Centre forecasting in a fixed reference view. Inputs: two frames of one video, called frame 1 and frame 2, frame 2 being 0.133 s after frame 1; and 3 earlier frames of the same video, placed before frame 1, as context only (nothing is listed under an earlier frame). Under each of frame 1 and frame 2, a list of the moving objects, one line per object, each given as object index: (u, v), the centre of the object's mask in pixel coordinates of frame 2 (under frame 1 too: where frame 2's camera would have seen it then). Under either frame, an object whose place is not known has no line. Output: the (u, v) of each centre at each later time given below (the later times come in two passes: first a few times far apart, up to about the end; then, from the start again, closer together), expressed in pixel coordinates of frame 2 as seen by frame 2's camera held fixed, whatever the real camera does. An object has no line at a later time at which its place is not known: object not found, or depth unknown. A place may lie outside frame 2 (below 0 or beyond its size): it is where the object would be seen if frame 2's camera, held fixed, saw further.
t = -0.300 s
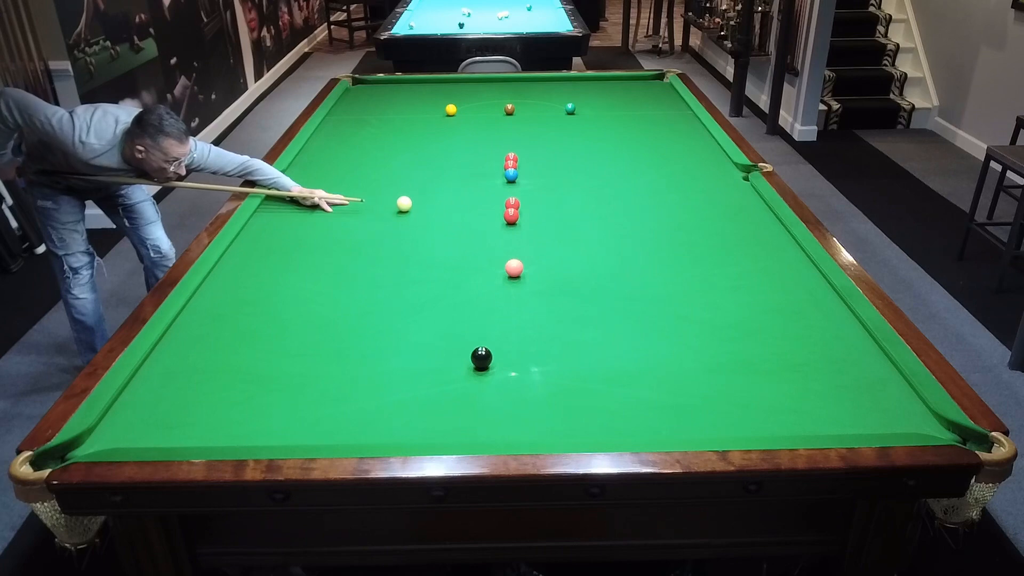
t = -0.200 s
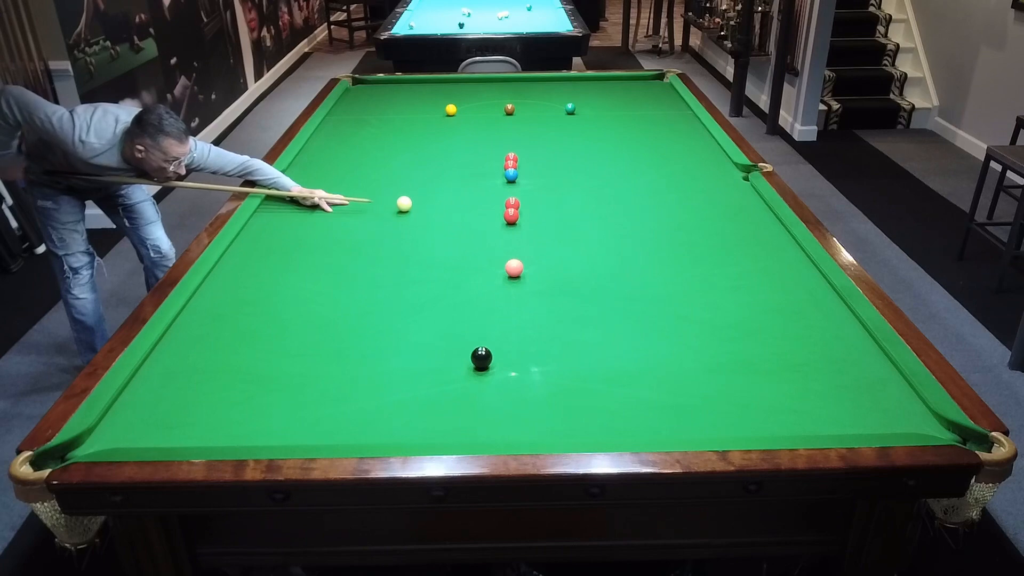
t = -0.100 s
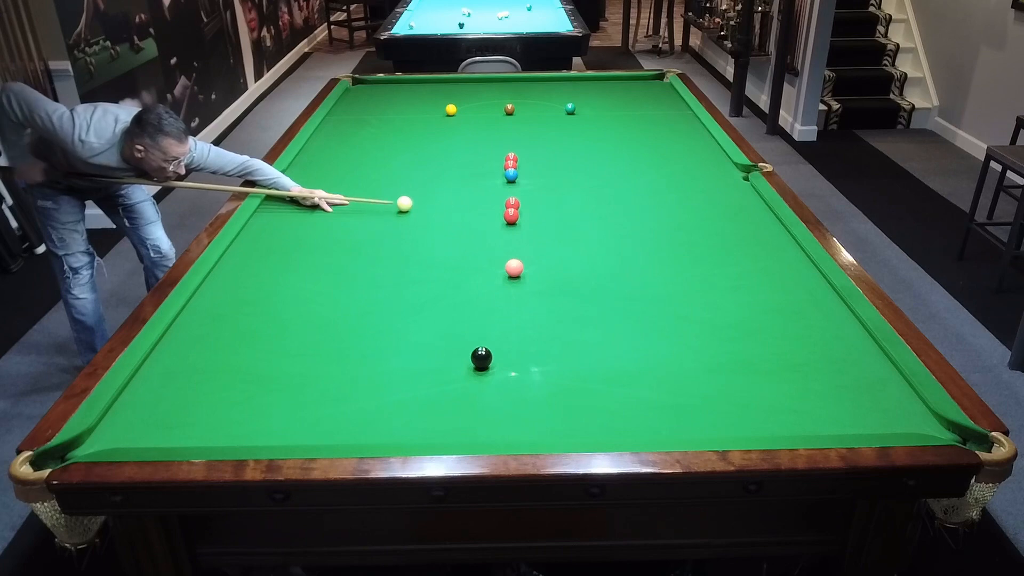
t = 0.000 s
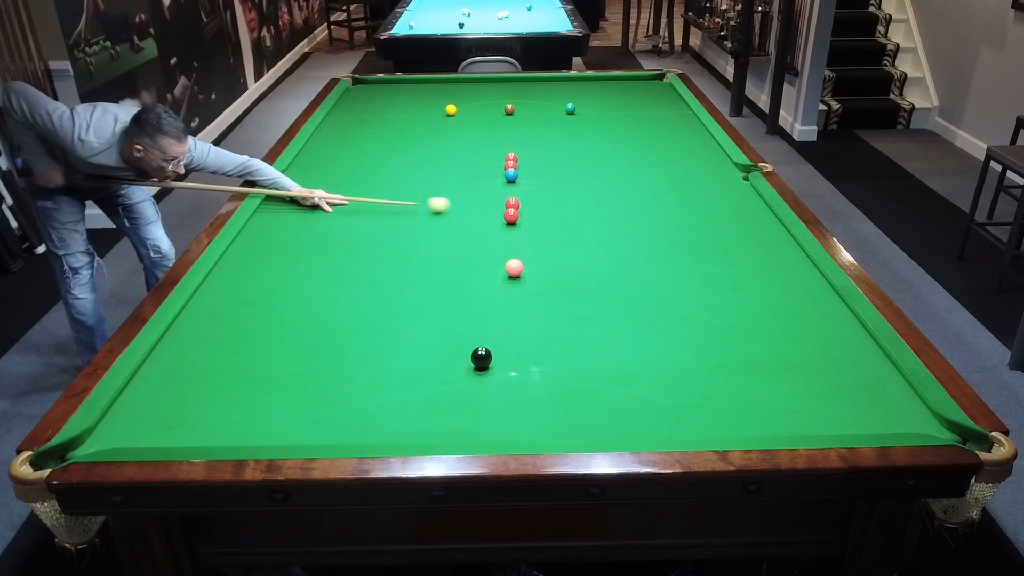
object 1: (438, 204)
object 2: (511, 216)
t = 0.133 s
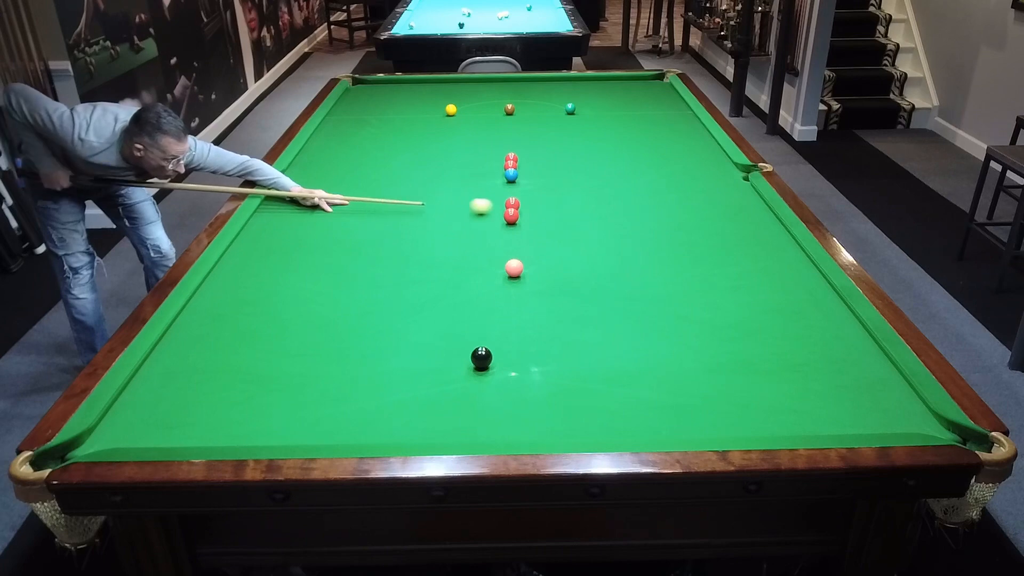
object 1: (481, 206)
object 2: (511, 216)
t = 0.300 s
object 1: (507, 208)
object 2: (512, 217)
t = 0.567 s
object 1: (529, 211)
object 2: (522, 225)
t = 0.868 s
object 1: (551, 212)
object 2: (531, 234)
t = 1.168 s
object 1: (569, 213)
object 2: (541, 242)
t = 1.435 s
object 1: (584, 214)
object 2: (549, 249)
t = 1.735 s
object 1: (597, 214)
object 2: (557, 255)
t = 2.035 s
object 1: (608, 215)
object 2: (564, 261)
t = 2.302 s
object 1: (616, 215)
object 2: (569, 266)
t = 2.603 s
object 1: (622, 216)
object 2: (573, 270)
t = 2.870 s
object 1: (624, 216)
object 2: (576, 272)
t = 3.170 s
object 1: (625, 216)
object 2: (578, 273)
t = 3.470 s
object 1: (624, 216)
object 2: (578, 274)
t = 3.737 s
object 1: (624, 216)
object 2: (578, 274)
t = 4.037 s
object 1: (624, 216)
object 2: (578, 274)
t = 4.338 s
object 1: (624, 216)
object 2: (578, 274)
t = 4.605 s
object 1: (624, 216)
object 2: (578, 274)
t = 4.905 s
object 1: (624, 216)
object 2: (578, 274)
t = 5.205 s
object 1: (624, 216)
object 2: (578, 274)
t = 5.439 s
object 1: (624, 216)
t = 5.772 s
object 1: (624, 216)
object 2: (578, 274)
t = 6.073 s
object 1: (624, 216)
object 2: (578, 274)
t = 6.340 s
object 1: (624, 216)
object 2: (578, 274)
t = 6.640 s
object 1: (624, 216)
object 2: (578, 274)
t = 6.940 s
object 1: (624, 216)
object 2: (578, 274)
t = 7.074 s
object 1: (624, 216)
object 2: (578, 274)
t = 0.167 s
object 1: (491, 206)
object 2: (511, 216)
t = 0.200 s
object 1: (499, 207)
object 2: (511, 216)
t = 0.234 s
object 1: (501, 208)
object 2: (511, 216)
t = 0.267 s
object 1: (503, 208)
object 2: (511, 216)
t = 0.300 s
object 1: (507, 208)
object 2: (512, 217)
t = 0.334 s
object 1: (510, 208)
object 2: (513, 218)
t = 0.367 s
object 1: (513, 208)
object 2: (514, 219)
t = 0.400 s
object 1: (516, 209)
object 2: (516, 220)
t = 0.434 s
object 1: (519, 209)
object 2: (517, 221)
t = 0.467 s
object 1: (522, 210)
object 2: (518, 222)
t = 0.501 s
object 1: (524, 210)
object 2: (519, 223)
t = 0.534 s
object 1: (527, 211)
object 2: (520, 224)
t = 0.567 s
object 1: (529, 211)
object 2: (522, 225)
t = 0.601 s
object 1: (532, 211)
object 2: (523, 226)
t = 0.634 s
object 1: (534, 211)
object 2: (524, 227)
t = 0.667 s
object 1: (537, 212)
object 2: (525, 228)
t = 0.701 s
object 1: (539, 212)
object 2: (526, 229)
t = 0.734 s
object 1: (541, 212)
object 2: (527, 230)
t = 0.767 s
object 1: (544, 212)
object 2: (528, 231)
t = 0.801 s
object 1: (546, 212)
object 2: (529, 232)
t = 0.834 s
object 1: (548, 212)
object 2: (530, 233)
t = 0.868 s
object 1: (551, 212)
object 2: (531, 234)
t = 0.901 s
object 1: (553, 212)
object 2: (532, 235)
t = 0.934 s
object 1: (555, 212)
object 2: (533, 236)
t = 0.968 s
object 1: (557, 212)
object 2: (535, 237)
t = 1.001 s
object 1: (559, 213)
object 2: (536, 238)
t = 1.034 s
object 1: (561, 213)
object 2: (537, 238)
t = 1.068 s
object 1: (563, 213)
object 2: (538, 239)
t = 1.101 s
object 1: (565, 213)
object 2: (539, 240)
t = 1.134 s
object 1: (567, 213)
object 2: (540, 241)
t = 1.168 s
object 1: (569, 213)
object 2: (541, 242)
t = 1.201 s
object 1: (571, 213)
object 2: (542, 243)
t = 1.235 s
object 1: (573, 213)
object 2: (543, 244)
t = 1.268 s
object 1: (575, 213)
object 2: (544, 245)
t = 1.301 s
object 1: (577, 213)
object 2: (545, 245)
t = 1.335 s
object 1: (578, 214)
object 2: (546, 246)
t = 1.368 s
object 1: (580, 214)
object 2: (547, 247)
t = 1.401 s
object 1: (582, 214)
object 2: (548, 248)
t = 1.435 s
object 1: (584, 214)
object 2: (549, 249)
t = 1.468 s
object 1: (585, 214)
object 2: (550, 250)
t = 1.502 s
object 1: (587, 214)
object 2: (550, 250)
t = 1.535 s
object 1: (589, 214)
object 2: (551, 251)
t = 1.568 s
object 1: (590, 214)
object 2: (552, 252)
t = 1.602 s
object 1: (592, 214)
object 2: (553, 252)
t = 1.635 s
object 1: (593, 214)
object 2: (554, 253)
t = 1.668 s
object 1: (595, 214)
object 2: (555, 254)
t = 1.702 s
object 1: (596, 214)
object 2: (556, 255)
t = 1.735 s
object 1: (597, 214)
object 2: (557, 255)
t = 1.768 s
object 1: (599, 215)
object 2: (557, 256)
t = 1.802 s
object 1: (600, 215)
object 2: (558, 257)
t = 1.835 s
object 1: (601, 215)
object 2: (559, 258)
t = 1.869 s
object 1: (603, 215)
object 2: (560, 258)
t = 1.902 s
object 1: (604, 215)
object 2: (561, 259)
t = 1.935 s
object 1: (605, 215)
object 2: (561, 260)
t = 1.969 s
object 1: (606, 215)
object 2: (562, 260)
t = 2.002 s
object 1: (607, 215)
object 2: (563, 261)
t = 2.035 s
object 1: (608, 215)
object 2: (564, 261)
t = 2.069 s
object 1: (609, 215)
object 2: (564, 262)
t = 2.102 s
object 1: (610, 215)
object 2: (565, 263)
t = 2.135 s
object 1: (611, 215)
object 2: (566, 263)
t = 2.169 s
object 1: (612, 215)
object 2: (566, 264)
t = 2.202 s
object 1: (613, 215)
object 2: (567, 264)
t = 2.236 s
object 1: (614, 215)
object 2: (568, 265)
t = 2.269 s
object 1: (615, 215)
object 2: (568, 265)
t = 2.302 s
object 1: (616, 215)
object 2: (569, 266)
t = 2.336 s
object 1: (617, 215)
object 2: (569, 266)
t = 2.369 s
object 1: (617, 215)
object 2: (570, 267)
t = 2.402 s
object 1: (618, 215)
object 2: (571, 267)
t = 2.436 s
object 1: (619, 215)
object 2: (571, 267)
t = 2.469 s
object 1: (619, 216)
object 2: (571, 268)
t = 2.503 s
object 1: (620, 216)
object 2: (572, 268)
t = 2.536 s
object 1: (620, 216)
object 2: (572, 269)
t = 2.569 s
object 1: (621, 216)
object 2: (573, 269)
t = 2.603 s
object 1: (622, 216)
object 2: (573, 270)
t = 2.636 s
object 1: (622, 216)
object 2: (574, 270)
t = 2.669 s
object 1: (622, 216)
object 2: (574, 270)
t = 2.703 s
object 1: (623, 216)
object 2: (575, 271)
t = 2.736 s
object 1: (623, 216)
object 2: (575, 271)
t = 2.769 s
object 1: (623, 216)
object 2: (576, 271)
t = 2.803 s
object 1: (624, 216)
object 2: (576, 271)
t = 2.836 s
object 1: (624, 216)
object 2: (576, 271)
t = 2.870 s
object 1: (624, 216)
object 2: (576, 272)
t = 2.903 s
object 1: (624, 216)
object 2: (577, 272)
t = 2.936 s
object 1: (625, 216)
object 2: (577, 272)
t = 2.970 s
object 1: (625, 216)
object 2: (577, 272)
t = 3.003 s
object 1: (625, 216)
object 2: (577, 273)
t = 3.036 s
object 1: (625, 216)
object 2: (577, 273)
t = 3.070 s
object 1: (625, 216)
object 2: (578, 273)
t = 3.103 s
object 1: (625, 216)
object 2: (578, 273)
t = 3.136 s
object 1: (625, 216)
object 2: (578, 273)
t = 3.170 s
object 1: (625, 216)
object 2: (578, 273)
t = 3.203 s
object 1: (625, 216)
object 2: (578, 273)
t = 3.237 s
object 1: (624, 216)
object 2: (578, 274)
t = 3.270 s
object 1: (624, 216)
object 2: (578, 274)
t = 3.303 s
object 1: (624, 216)
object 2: (578, 274)
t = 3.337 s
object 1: (624, 216)
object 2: (578, 274)
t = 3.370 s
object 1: (624, 216)
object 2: (578, 274)
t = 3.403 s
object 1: (624, 216)
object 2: (578, 274)
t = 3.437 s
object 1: (624, 216)
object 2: (578, 274)
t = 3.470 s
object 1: (624, 216)
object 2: (578, 274)
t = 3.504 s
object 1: (624, 216)
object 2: (578, 274)
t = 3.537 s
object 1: (624, 216)
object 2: (578, 274)
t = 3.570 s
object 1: (624, 216)
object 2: (578, 274)
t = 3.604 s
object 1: (624, 216)
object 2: (578, 274)
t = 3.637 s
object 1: (624, 216)
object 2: (578, 274)
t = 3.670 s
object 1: (624, 216)
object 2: (578, 274)
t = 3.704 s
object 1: (624, 216)
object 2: (578, 274)
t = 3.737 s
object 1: (624, 216)
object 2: (578, 274)
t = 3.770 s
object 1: (624, 216)
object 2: (578, 274)
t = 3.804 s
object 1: (624, 216)
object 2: (578, 274)
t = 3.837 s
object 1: (624, 216)
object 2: (578, 274)
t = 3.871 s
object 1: (624, 216)
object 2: (578, 274)
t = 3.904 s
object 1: (624, 216)
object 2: (578, 274)
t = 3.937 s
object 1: (624, 216)
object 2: (578, 274)
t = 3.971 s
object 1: (624, 216)
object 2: (578, 274)
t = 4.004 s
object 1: (624, 216)
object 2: (578, 274)
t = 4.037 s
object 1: (624, 216)
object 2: (578, 274)
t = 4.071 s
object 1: (624, 216)
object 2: (578, 274)
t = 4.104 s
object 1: (624, 216)
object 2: (578, 274)
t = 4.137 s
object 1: (624, 216)
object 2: (578, 274)
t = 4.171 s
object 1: (624, 216)
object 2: (578, 274)
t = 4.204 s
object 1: (624, 216)
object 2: (578, 274)
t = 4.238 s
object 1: (624, 216)
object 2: (578, 274)
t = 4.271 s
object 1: (624, 216)
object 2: (578, 274)
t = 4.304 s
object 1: (624, 216)
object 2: (578, 274)
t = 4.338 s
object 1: (624, 216)
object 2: (578, 274)
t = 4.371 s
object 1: (624, 216)
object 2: (578, 274)
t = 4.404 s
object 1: (624, 216)
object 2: (578, 274)
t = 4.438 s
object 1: (624, 216)
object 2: (578, 274)
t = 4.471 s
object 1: (624, 216)
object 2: (578, 274)
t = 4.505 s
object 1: (624, 216)
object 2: (578, 274)
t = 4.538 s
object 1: (624, 216)
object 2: (578, 274)
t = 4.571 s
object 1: (624, 216)
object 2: (578, 274)
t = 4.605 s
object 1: (624, 216)
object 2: (578, 274)
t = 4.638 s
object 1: (624, 216)
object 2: (578, 274)
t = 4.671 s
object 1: (624, 216)
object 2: (578, 274)
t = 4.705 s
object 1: (624, 216)
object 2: (578, 274)
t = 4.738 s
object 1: (624, 216)
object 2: (578, 274)
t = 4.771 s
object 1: (624, 216)
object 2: (578, 274)
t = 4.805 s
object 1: (624, 216)
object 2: (578, 274)
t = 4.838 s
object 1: (624, 216)
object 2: (578, 274)
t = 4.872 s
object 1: (624, 216)
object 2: (578, 274)
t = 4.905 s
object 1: (624, 216)
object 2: (578, 274)
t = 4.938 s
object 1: (624, 216)
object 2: (578, 274)
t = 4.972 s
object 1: (624, 216)
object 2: (578, 274)
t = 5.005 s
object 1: (624, 216)
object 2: (578, 274)
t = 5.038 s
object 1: (624, 216)
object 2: (578, 274)
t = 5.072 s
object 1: (624, 216)
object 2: (578, 274)
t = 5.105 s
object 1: (624, 216)
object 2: (578, 274)
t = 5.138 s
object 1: (624, 216)
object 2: (578, 274)
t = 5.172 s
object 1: (624, 216)
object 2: (578, 274)
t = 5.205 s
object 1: (624, 216)
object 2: (578, 274)
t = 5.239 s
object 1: (624, 216)
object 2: (578, 274)
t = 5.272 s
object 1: (624, 216)
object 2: (578, 274)
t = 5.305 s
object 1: (624, 216)
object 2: (578, 274)
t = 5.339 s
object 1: (624, 216)
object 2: (578, 274)
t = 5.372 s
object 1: (624, 216)
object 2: (578, 274)
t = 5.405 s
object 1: (624, 216)
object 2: (580, 273)
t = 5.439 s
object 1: (624, 216)
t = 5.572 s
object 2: (578, 274)
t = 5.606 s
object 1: (624, 216)
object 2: (578, 274)
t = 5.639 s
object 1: (624, 216)
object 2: (578, 274)
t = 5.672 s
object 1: (624, 216)
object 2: (578, 274)
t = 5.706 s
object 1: (624, 216)
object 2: (578, 274)
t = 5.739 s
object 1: (624, 216)
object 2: (578, 274)
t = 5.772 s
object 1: (624, 216)
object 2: (578, 274)
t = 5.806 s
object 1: (624, 216)
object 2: (578, 274)
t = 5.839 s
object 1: (624, 216)
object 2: (578, 274)
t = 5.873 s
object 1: (624, 216)
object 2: (578, 274)
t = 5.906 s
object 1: (624, 216)
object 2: (578, 274)
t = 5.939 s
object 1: (624, 216)
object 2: (578, 274)
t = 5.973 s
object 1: (624, 216)
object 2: (578, 274)
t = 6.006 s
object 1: (624, 216)
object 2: (578, 274)
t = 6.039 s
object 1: (624, 216)
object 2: (578, 274)
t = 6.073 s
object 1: (624, 216)
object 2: (578, 274)
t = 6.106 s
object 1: (624, 216)
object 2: (578, 274)
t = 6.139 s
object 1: (624, 216)
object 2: (578, 274)
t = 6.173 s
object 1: (624, 216)
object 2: (578, 274)
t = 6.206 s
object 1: (624, 216)
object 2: (578, 274)
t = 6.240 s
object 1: (624, 216)
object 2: (578, 274)
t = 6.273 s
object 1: (624, 216)
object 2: (578, 274)
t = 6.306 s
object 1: (624, 216)
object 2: (578, 274)
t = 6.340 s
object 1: (624, 216)
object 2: (578, 274)
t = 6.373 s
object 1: (624, 216)
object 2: (578, 274)
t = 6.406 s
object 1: (624, 216)
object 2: (578, 274)
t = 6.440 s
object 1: (624, 216)
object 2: (578, 274)
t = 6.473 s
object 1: (624, 216)
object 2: (578, 274)
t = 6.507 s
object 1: (624, 216)
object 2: (578, 274)
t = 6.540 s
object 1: (624, 216)
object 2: (578, 274)
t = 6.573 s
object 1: (624, 216)
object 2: (578, 274)
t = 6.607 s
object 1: (624, 216)
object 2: (578, 274)
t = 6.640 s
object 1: (624, 216)
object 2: (578, 274)
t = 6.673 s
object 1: (624, 216)
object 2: (578, 274)
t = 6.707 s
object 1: (624, 216)
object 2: (578, 274)
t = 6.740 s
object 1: (624, 216)
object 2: (578, 274)
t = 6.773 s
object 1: (624, 216)
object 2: (578, 274)
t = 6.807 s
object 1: (624, 216)
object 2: (578, 274)
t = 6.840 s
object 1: (624, 216)
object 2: (578, 274)
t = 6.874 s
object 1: (624, 216)
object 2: (578, 274)
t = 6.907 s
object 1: (624, 216)
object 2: (578, 274)
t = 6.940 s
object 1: (624, 216)
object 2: (578, 274)
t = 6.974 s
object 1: (624, 216)
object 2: (578, 274)
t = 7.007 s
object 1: (624, 216)
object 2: (578, 274)
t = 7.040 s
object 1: (624, 216)
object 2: (578, 274)
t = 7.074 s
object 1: (624, 216)
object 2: (578, 274)
